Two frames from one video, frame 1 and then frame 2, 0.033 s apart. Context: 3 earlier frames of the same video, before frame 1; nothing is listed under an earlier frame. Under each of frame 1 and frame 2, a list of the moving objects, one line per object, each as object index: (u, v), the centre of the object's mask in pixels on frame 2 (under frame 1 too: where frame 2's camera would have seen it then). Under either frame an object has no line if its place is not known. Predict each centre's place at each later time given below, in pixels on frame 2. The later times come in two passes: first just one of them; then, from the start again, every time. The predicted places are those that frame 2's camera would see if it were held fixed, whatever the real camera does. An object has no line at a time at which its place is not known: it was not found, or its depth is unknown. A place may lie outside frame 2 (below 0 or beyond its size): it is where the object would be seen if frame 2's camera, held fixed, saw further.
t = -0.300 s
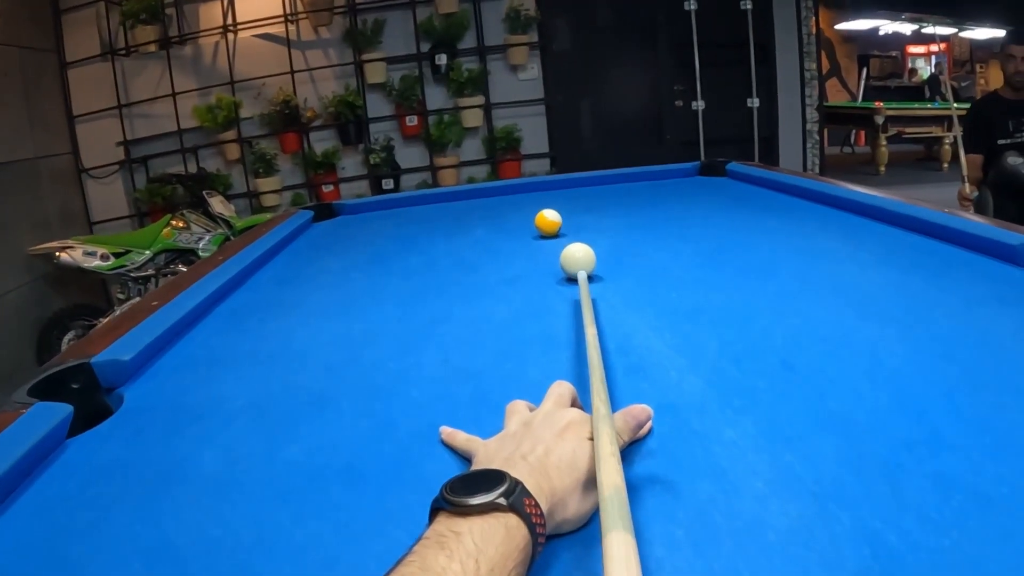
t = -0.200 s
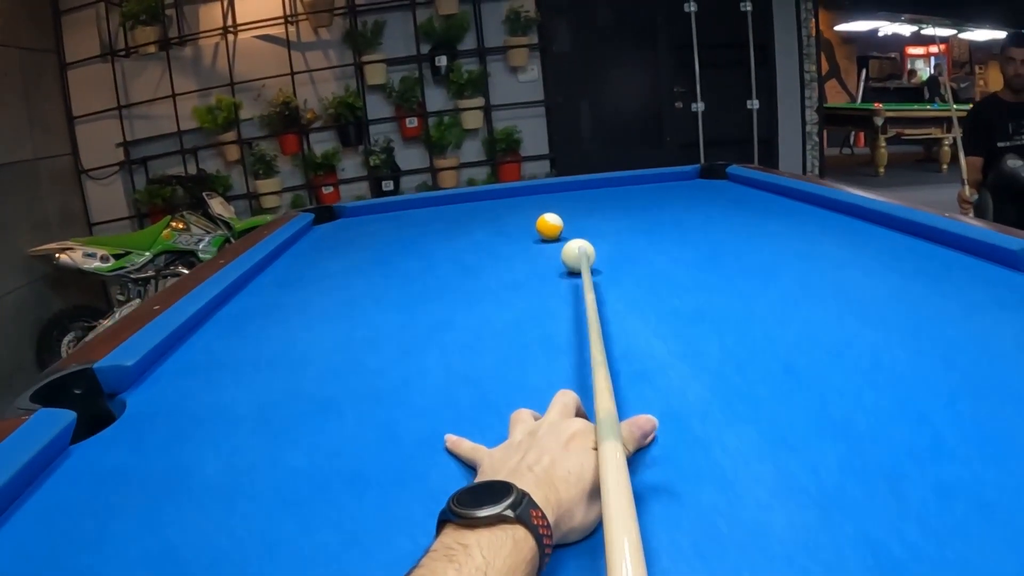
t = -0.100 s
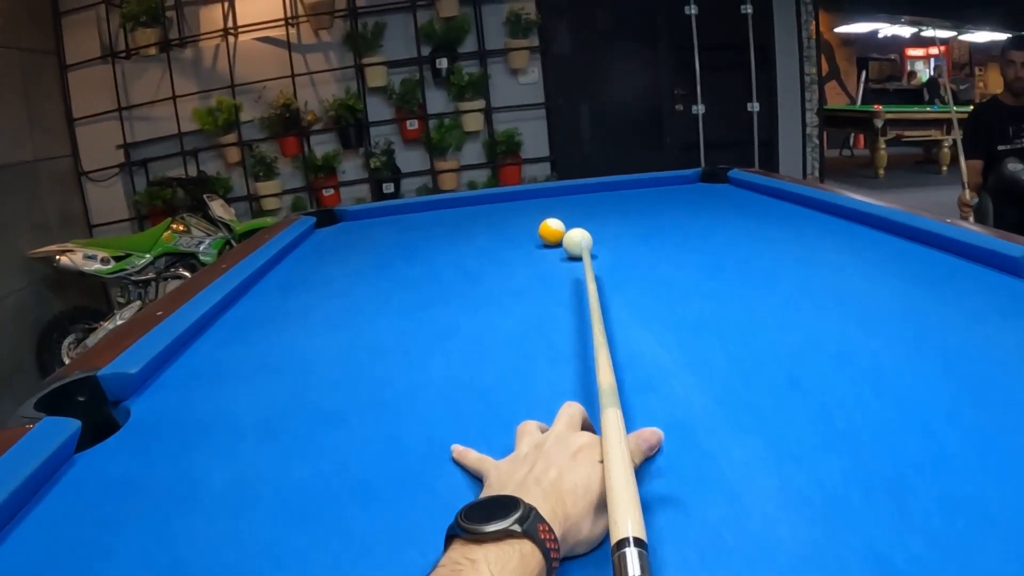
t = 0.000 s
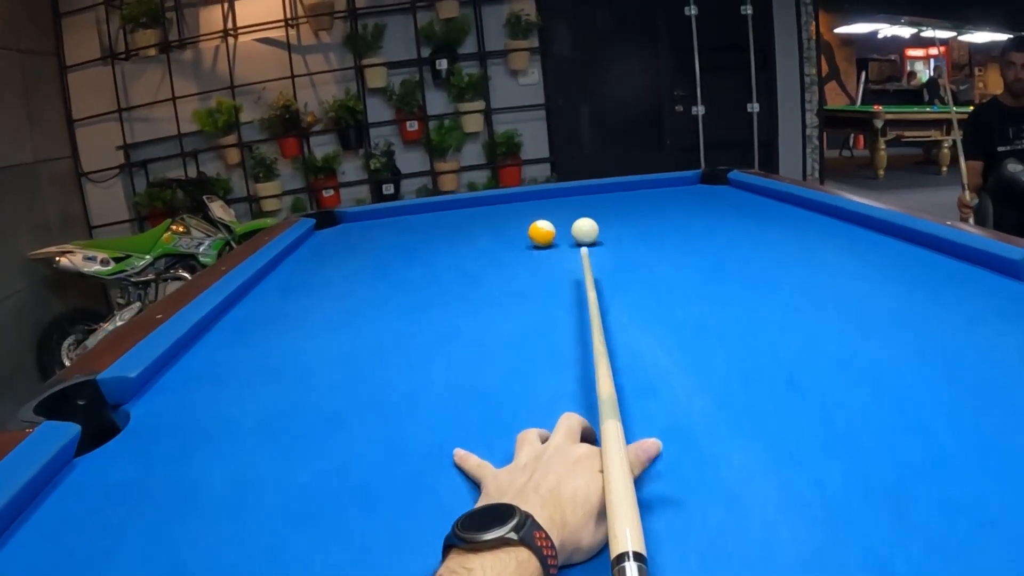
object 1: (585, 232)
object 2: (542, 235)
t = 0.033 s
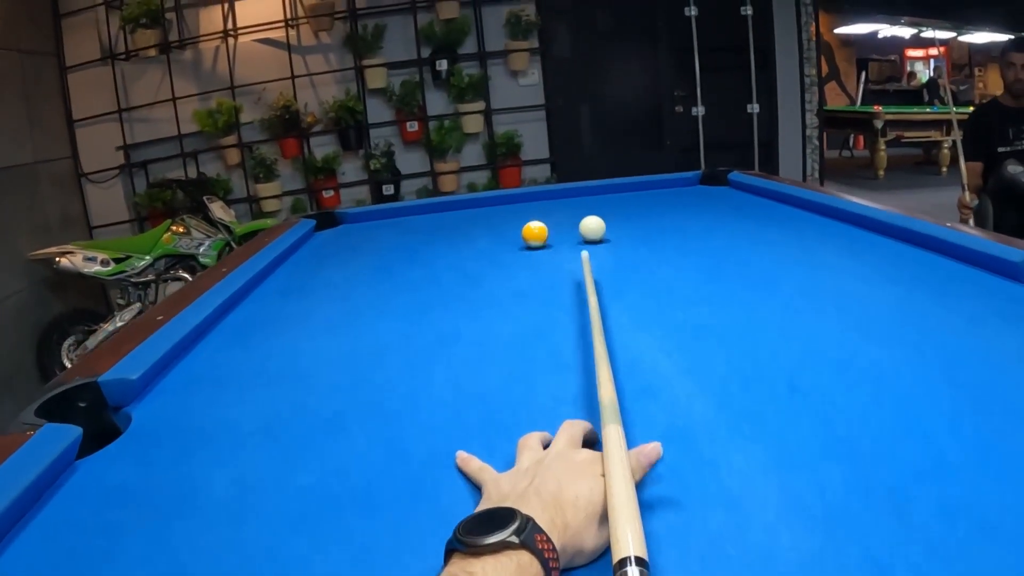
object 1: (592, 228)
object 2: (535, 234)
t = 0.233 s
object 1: (623, 210)
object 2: (500, 232)
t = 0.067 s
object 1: (598, 225)
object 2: (529, 234)
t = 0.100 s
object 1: (604, 221)
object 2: (523, 234)
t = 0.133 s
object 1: (609, 218)
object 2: (517, 233)
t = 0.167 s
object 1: (614, 215)
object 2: (511, 233)
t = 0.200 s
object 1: (619, 212)
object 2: (506, 233)
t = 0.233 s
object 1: (623, 210)
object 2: (500, 232)
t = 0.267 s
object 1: (627, 207)
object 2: (495, 232)
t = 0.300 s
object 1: (632, 204)
